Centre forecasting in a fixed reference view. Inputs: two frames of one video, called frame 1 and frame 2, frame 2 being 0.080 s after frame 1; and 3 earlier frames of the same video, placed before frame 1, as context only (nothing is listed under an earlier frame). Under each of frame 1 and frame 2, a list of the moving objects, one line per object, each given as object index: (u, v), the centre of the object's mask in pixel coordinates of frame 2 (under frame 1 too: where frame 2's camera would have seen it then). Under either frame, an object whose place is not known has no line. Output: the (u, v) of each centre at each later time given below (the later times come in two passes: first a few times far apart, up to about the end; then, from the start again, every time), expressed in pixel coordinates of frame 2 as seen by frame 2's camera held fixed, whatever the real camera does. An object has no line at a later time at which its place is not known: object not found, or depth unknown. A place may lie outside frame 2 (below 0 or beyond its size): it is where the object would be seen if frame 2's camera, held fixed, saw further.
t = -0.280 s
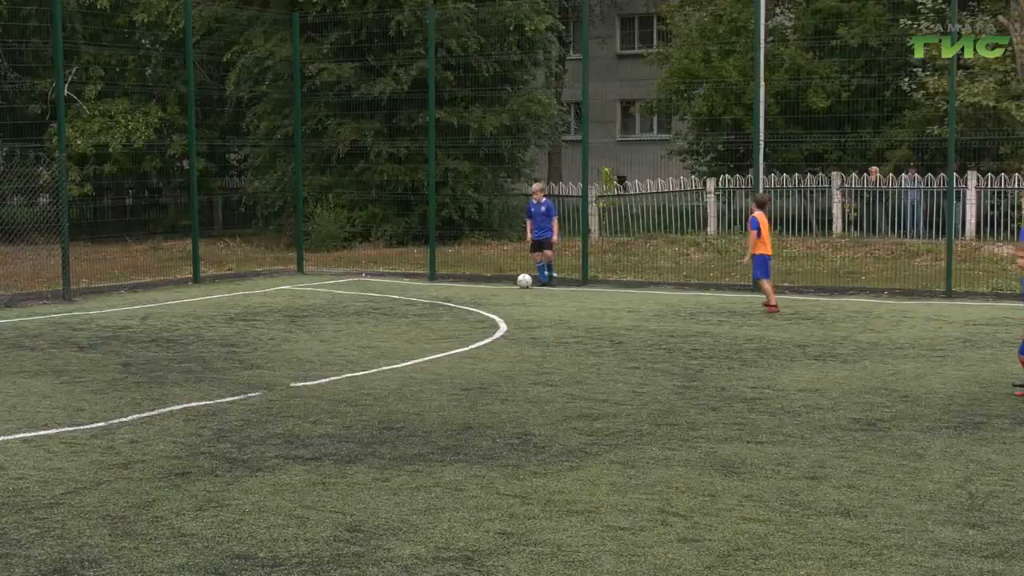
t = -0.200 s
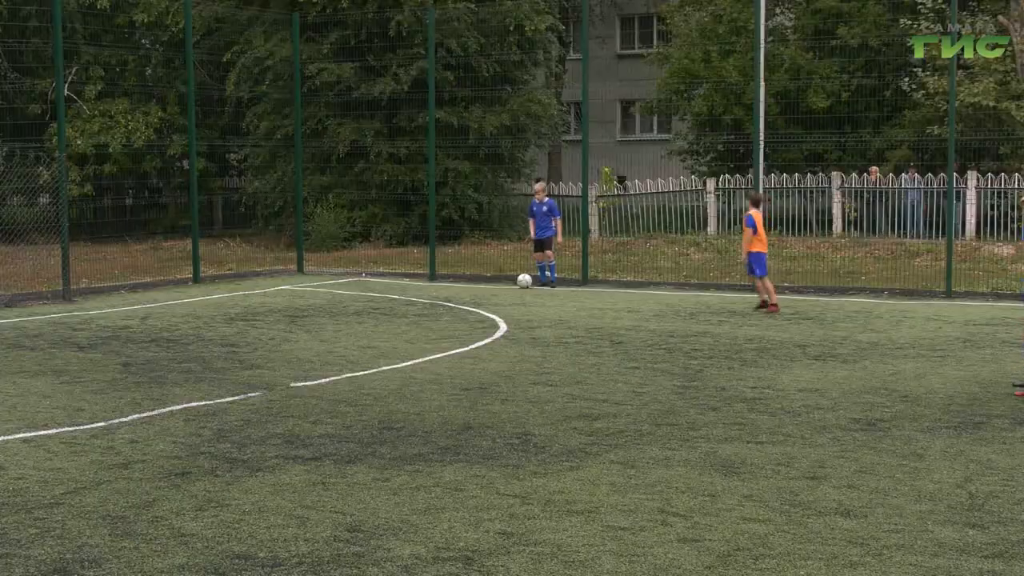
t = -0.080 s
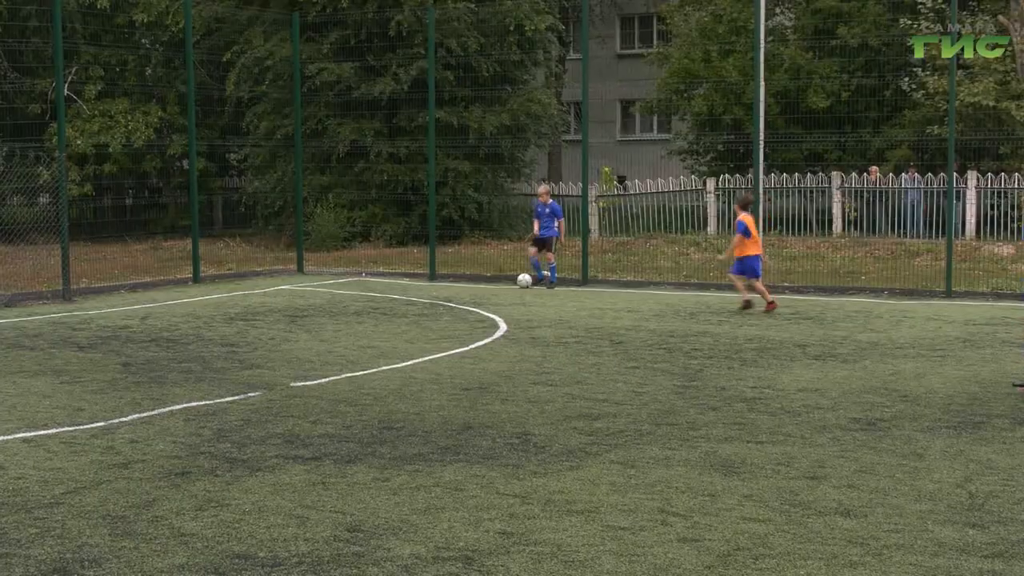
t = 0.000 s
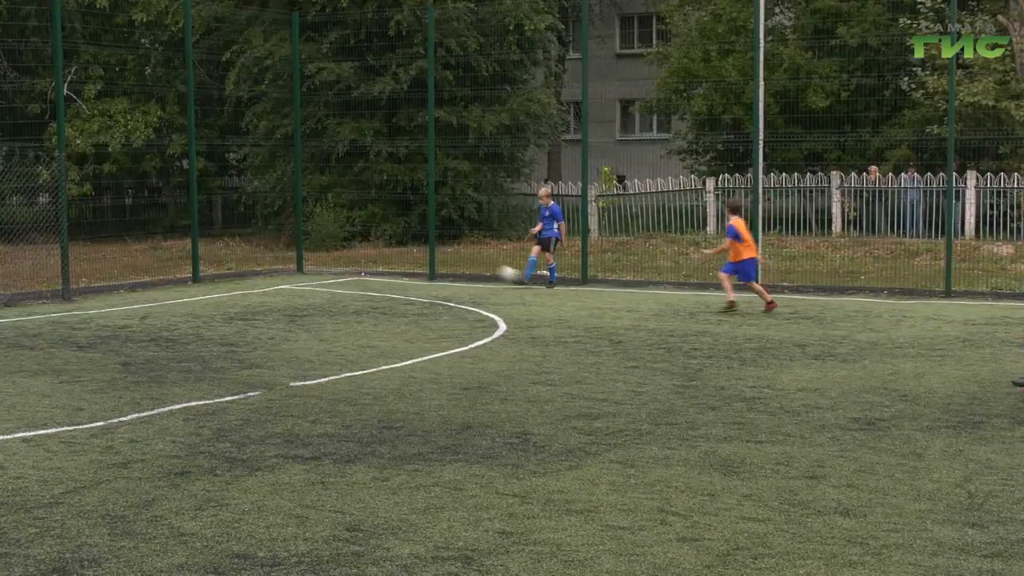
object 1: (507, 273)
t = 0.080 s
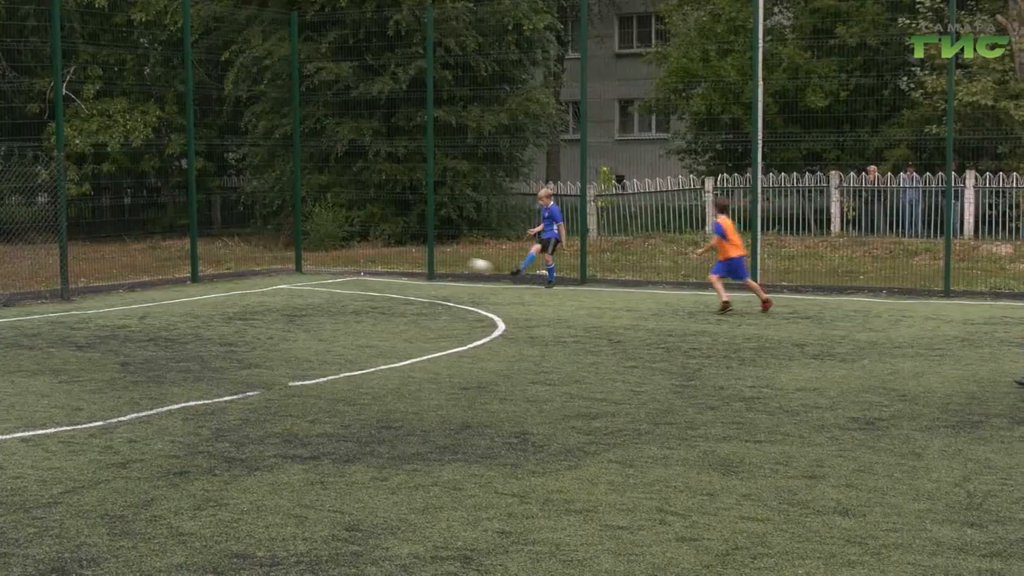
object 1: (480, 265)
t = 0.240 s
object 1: (424, 264)
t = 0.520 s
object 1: (323, 296)
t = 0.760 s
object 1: (255, 305)
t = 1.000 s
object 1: (201, 310)
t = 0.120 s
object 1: (466, 263)
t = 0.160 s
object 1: (453, 262)
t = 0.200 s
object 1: (439, 263)
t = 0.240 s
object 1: (424, 264)
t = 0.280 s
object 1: (409, 267)
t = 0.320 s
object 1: (395, 271)
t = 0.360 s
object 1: (380, 274)
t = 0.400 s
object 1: (362, 284)
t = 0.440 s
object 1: (348, 291)
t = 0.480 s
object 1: (333, 299)
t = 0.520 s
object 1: (323, 296)
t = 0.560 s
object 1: (311, 294)
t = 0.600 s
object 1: (300, 294)
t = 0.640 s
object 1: (288, 295)
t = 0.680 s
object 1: (277, 298)
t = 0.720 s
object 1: (265, 304)
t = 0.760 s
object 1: (255, 305)
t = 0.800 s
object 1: (245, 302)
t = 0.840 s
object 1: (237, 302)
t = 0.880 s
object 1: (228, 303)
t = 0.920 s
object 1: (219, 308)
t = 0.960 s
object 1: (210, 311)
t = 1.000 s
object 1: (201, 310)
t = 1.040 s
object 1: (192, 309)
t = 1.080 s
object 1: (182, 312)
